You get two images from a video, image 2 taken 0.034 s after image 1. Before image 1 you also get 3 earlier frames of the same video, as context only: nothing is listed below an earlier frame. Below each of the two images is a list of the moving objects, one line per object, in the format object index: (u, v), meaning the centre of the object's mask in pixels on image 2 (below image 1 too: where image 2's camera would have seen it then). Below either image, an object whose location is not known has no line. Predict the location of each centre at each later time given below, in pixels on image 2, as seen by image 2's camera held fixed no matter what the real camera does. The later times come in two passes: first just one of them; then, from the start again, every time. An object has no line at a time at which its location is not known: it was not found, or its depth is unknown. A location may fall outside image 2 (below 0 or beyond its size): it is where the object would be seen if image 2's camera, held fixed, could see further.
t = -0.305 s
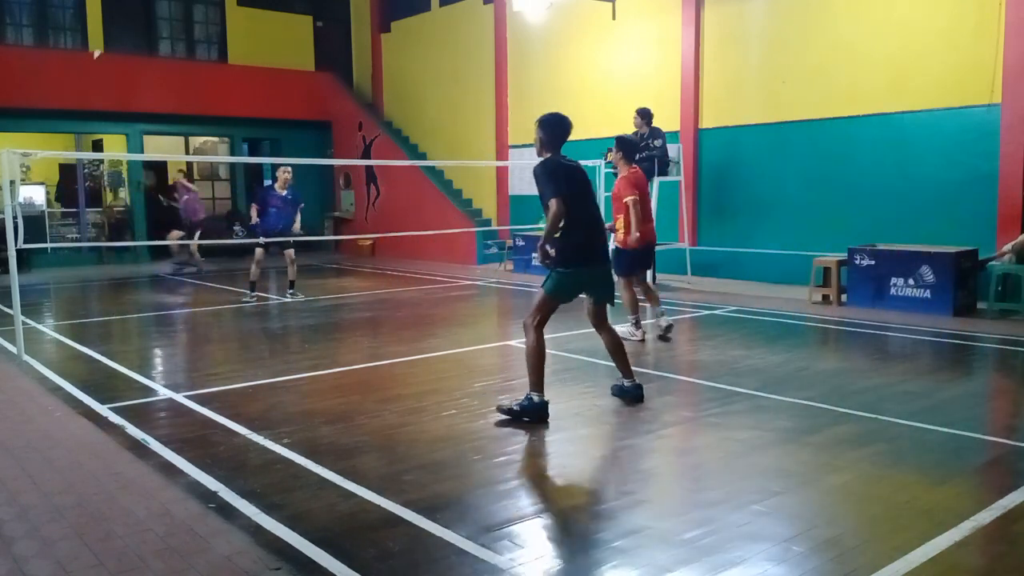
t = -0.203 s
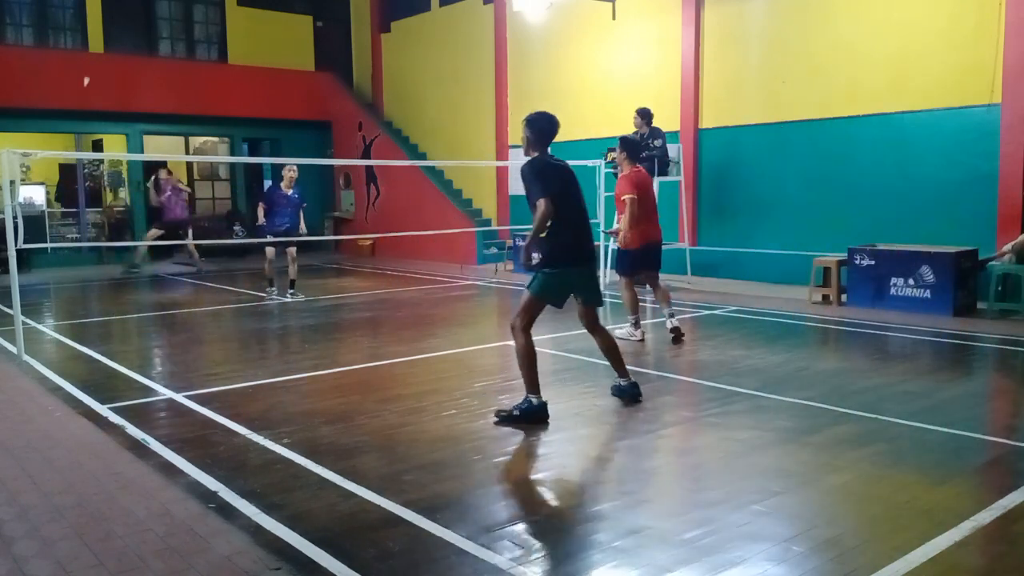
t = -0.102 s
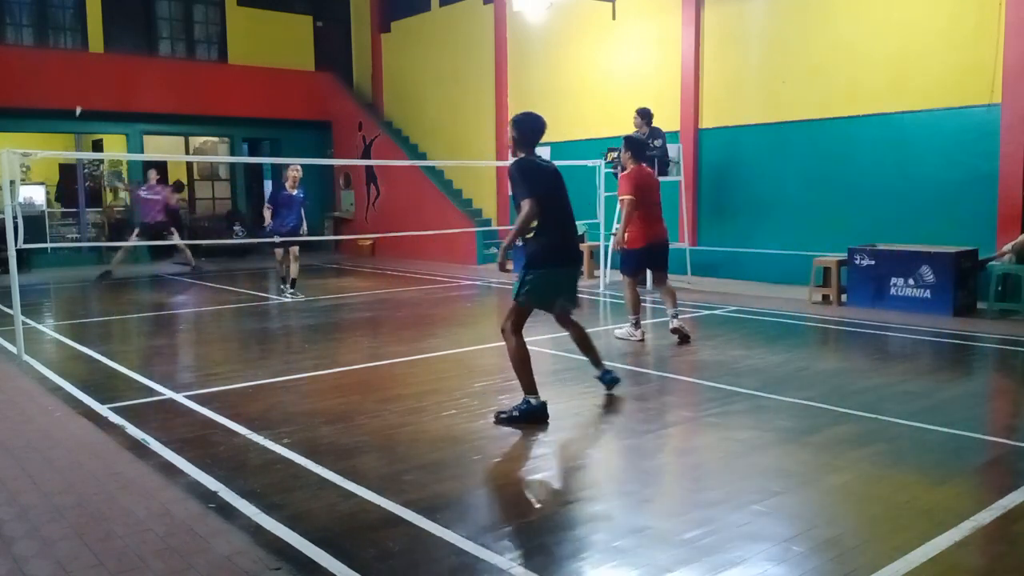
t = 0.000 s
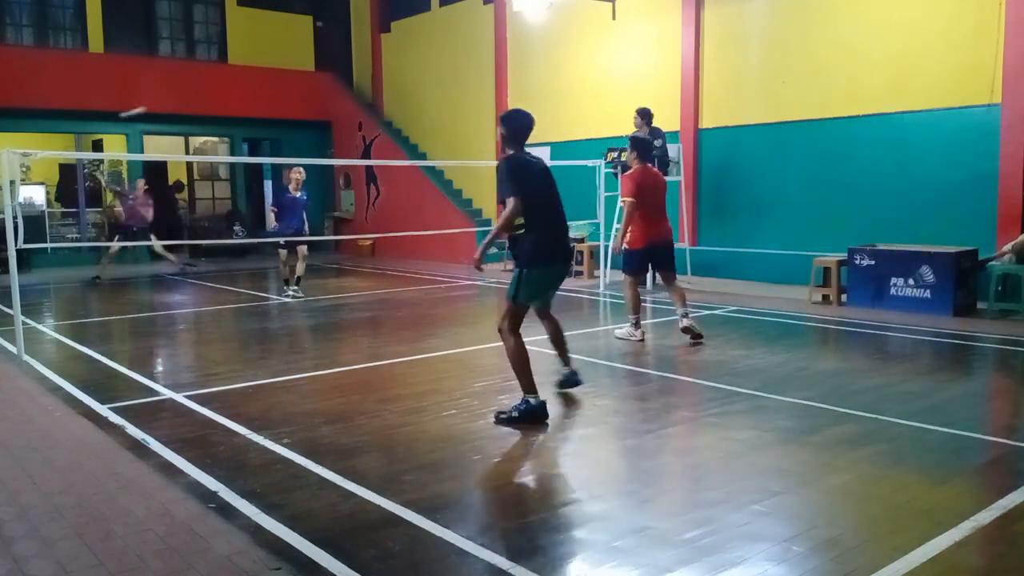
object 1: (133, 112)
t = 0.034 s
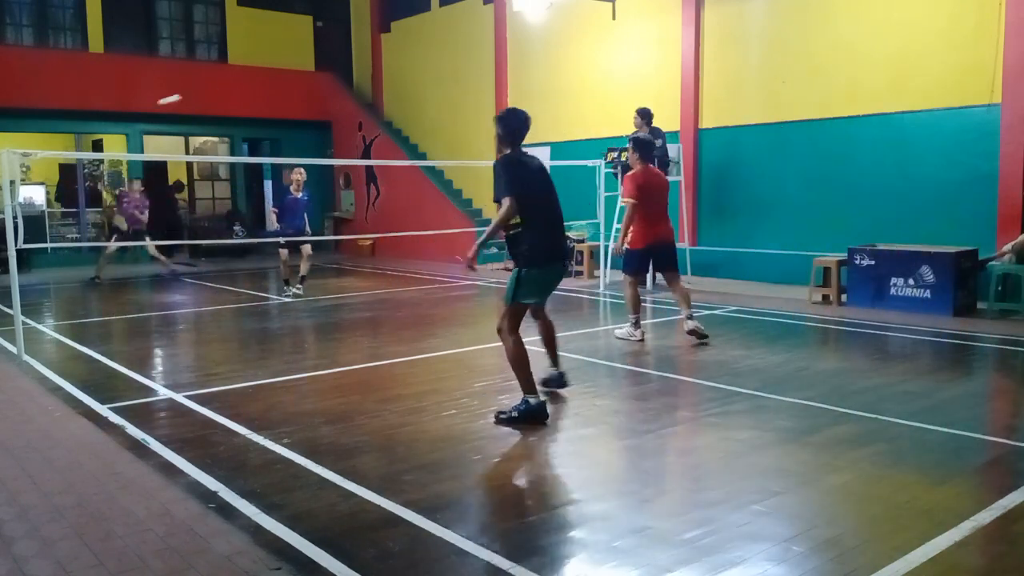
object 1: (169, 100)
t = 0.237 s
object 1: (318, 71)
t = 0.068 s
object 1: (201, 91)
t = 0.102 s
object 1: (228, 83)
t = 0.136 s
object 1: (253, 78)
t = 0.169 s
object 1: (276, 75)
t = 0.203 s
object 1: (298, 72)
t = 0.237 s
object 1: (318, 71)
